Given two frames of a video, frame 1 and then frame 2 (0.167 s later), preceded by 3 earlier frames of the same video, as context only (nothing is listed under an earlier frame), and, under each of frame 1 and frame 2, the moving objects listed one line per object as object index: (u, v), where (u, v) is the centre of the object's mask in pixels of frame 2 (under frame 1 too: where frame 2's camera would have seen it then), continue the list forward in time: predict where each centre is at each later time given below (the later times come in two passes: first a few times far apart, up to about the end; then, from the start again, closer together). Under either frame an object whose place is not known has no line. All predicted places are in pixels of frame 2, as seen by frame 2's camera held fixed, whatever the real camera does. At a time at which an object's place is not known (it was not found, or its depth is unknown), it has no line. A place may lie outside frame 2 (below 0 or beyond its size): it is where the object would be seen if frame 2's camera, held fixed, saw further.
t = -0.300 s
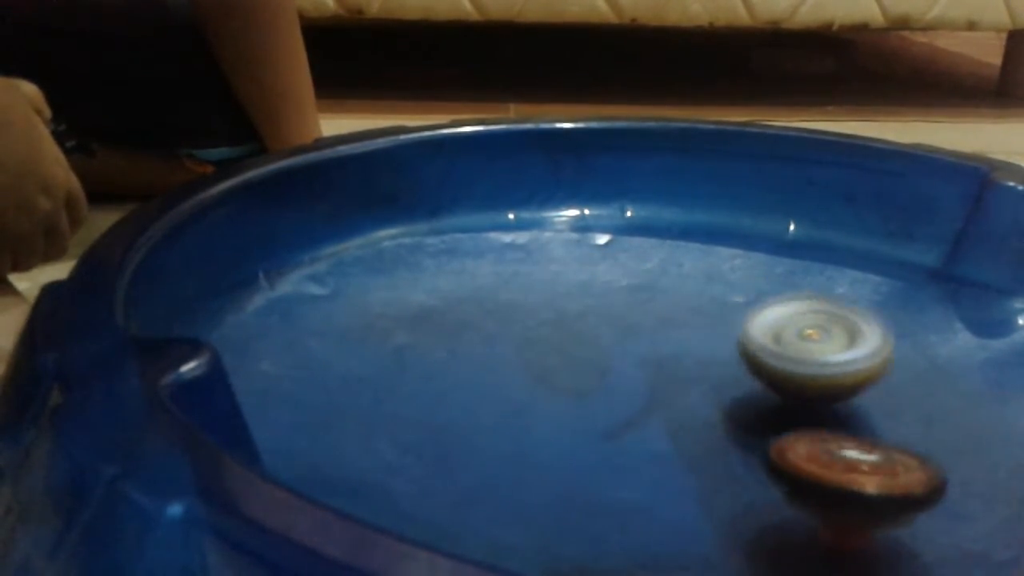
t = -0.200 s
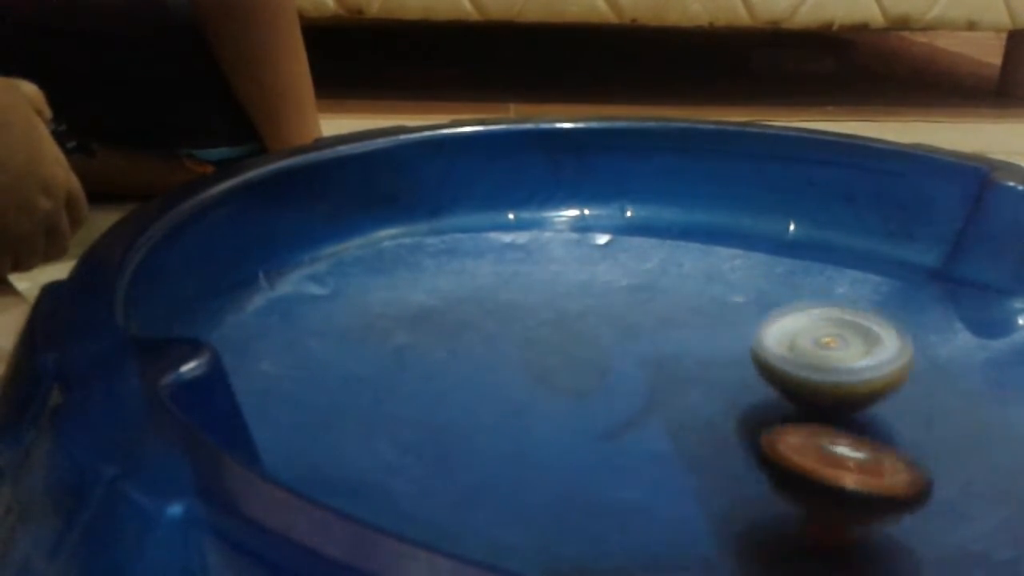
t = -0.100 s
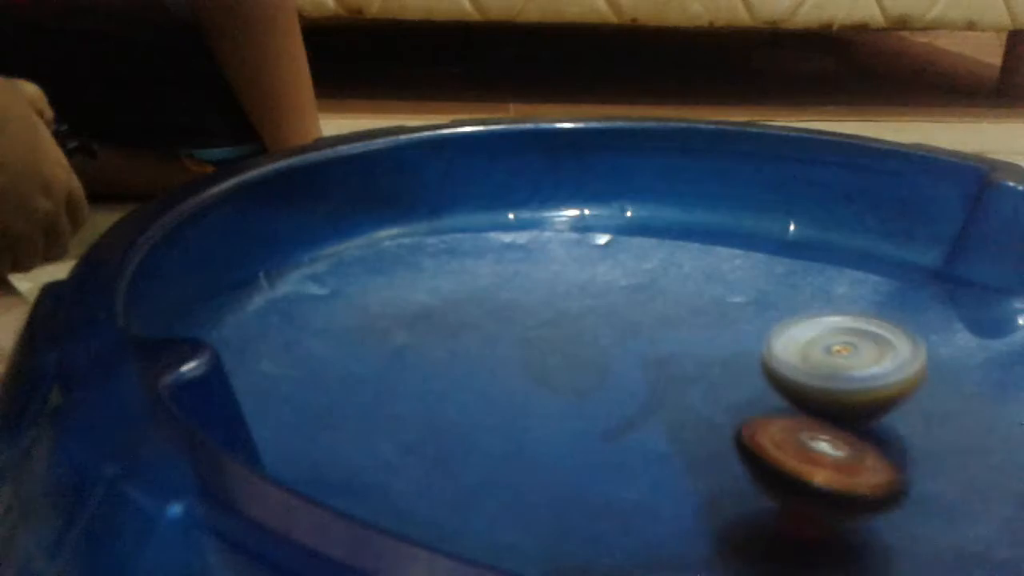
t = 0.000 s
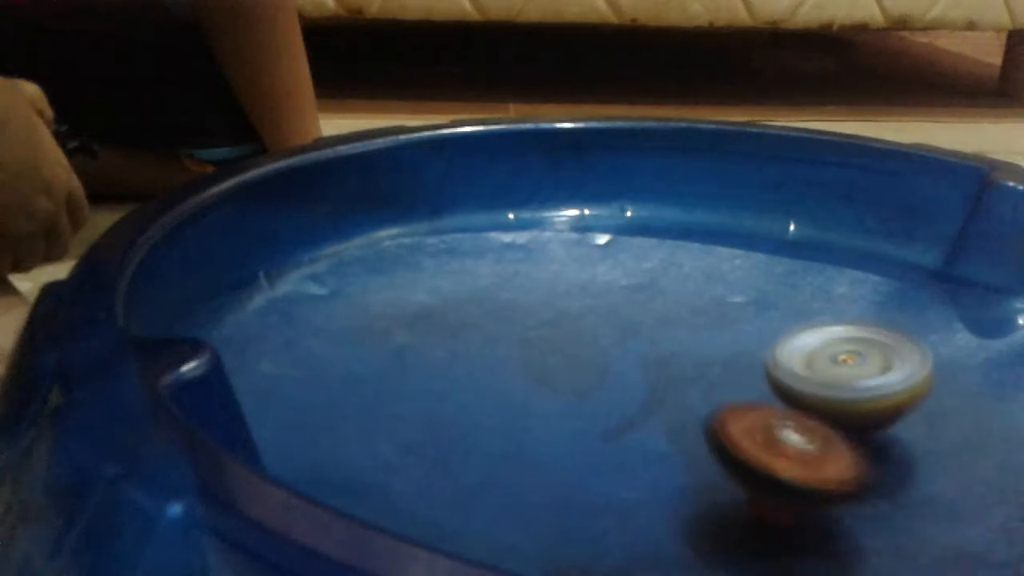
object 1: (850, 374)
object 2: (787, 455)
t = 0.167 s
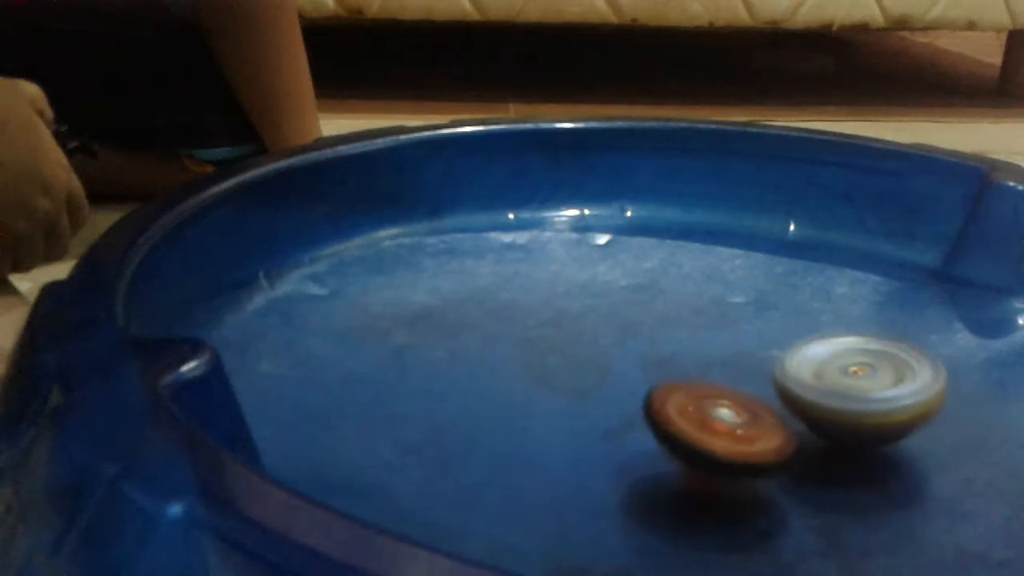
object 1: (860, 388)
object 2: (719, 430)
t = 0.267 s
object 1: (860, 395)
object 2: (701, 423)
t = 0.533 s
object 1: (848, 412)
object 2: (657, 402)
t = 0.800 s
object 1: (825, 427)
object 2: (660, 388)
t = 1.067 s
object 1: (799, 440)
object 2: (663, 367)
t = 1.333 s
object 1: (767, 449)
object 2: (674, 360)
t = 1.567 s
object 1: (725, 443)
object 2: (688, 360)
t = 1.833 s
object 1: (677, 442)
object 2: (708, 354)
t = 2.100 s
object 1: (637, 423)
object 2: (718, 363)
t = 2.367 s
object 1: (611, 399)
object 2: (734, 370)
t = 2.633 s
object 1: (586, 374)
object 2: (766, 385)
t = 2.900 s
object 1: (586, 354)
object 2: (765, 396)
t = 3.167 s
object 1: (603, 340)
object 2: (760, 411)
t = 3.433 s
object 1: (603, 325)
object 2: (811, 442)
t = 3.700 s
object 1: (637, 330)
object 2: (785, 434)
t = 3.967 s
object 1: (696, 340)
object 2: (780, 428)
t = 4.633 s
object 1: (755, 347)
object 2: (743, 439)
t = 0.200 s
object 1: (861, 390)
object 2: (711, 427)
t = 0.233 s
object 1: (861, 392)
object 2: (707, 425)
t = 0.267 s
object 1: (860, 395)
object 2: (701, 423)
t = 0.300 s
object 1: (859, 397)
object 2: (697, 421)
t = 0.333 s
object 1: (857, 399)
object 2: (692, 420)
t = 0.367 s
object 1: (857, 402)
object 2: (689, 419)
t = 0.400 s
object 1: (853, 404)
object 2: (688, 418)
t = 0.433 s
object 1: (849, 406)
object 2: (687, 416)
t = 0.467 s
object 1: (850, 408)
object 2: (674, 411)
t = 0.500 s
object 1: (850, 411)
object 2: (662, 406)
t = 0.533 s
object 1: (848, 412)
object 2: (657, 402)
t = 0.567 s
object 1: (846, 415)
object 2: (655, 400)
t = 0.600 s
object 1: (841, 417)
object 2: (655, 399)
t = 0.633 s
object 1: (838, 419)
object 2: (659, 398)
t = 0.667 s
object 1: (833, 420)
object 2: (662, 396)
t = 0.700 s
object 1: (832, 422)
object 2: (664, 395)
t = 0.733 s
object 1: (829, 424)
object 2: (662, 393)
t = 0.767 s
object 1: (828, 425)
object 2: (660, 391)
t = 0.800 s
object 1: (825, 427)
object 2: (660, 388)
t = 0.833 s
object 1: (823, 428)
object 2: (661, 387)
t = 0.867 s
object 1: (820, 430)
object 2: (663, 384)
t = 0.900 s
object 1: (816, 431)
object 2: (663, 383)
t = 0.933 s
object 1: (811, 433)
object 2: (664, 381)
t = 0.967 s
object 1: (808, 434)
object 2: (664, 378)
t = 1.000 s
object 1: (804, 434)
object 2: (665, 377)
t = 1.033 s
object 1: (801, 438)
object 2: (664, 373)
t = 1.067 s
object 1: (799, 440)
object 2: (663, 367)
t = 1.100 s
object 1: (797, 442)
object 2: (663, 365)
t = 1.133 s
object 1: (793, 444)
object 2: (665, 362)
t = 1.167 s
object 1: (789, 445)
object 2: (667, 361)
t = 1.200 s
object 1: (787, 446)
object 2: (669, 361)
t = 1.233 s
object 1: (783, 447)
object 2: (670, 361)
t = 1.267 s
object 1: (778, 448)
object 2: (672, 361)
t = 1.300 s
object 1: (773, 449)
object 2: (674, 361)
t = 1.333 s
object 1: (767, 449)
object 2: (674, 360)
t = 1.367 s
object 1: (762, 448)
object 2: (675, 360)
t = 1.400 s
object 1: (757, 449)
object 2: (676, 360)
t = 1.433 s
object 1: (751, 449)
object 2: (678, 360)
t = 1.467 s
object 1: (745, 447)
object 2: (679, 359)
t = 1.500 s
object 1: (738, 447)
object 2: (681, 359)
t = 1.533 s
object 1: (731, 445)
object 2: (684, 360)
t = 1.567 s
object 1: (725, 443)
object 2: (688, 360)
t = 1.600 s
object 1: (718, 443)
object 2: (690, 360)
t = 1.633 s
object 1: (710, 445)
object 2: (692, 357)
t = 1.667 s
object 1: (702, 446)
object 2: (694, 352)
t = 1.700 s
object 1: (697, 444)
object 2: (697, 351)
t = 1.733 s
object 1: (692, 445)
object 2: (700, 351)
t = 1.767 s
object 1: (687, 443)
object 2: (703, 351)
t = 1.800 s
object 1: (681, 443)
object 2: (706, 353)
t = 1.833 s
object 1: (677, 442)
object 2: (708, 354)
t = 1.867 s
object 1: (672, 440)
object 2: (708, 356)
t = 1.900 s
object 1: (668, 438)
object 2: (709, 357)
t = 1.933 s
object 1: (664, 436)
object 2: (709, 358)
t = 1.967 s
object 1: (660, 435)
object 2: (710, 361)
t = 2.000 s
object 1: (656, 432)
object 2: (711, 362)
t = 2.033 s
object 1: (650, 429)
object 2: (712, 363)
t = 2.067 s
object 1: (642, 426)
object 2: (715, 364)
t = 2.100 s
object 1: (637, 423)
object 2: (718, 363)
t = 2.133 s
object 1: (632, 420)
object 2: (722, 364)
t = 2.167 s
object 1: (628, 417)
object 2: (724, 365)
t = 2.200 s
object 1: (624, 414)
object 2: (725, 366)
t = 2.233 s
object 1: (622, 412)
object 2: (725, 366)
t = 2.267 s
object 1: (619, 408)
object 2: (725, 367)
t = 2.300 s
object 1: (616, 406)
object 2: (728, 367)
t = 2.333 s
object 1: (614, 402)
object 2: (730, 369)
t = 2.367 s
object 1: (611, 399)
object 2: (734, 370)
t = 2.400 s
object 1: (608, 396)
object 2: (737, 371)
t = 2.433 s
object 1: (606, 394)
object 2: (740, 374)
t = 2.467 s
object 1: (604, 390)
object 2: (743, 375)
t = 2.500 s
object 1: (602, 387)
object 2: (744, 376)
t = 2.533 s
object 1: (599, 383)
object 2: (749, 379)
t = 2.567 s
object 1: (593, 380)
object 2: (757, 380)
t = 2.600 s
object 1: (589, 377)
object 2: (762, 382)
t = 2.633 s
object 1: (586, 374)
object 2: (766, 385)
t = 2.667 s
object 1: (585, 371)
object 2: (766, 386)
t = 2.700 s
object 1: (583, 368)
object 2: (767, 387)
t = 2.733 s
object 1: (581, 365)
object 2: (768, 388)
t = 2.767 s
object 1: (581, 363)
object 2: (769, 389)
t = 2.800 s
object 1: (581, 361)
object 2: (769, 390)
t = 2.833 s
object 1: (582, 360)
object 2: (769, 391)
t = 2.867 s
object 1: (583, 357)
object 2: (768, 396)
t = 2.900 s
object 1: (586, 354)
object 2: (765, 396)
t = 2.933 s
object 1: (589, 352)
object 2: (761, 397)
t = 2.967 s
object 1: (592, 351)
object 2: (758, 398)
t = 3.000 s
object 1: (596, 350)
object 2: (755, 399)
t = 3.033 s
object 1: (600, 349)
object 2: (751, 400)
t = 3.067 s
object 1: (603, 348)
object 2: (747, 401)
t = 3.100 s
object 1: (606, 347)
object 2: (744, 401)
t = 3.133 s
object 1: (608, 345)
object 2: (742, 403)
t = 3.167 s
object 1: (603, 340)
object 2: (760, 411)
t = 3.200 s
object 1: (600, 336)
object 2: (787, 425)
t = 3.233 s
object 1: (598, 333)
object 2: (804, 433)
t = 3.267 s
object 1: (598, 331)
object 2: (811, 437)
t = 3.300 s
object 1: (598, 330)
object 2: (814, 441)
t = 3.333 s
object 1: (598, 327)
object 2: (814, 442)
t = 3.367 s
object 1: (599, 327)
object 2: (814, 442)
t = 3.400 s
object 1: (601, 326)
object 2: (814, 442)
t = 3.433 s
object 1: (603, 325)
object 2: (811, 442)
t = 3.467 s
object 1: (606, 324)
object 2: (811, 442)
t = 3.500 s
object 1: (609, 325)
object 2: (808, 442)
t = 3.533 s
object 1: (612, 325)
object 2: (806, 443)
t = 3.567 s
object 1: (616, 325)
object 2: (801, 441)
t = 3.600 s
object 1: (620, 326)
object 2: (797, 440)
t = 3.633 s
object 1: (626, 328)
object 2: (793, 438)
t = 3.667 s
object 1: (631, 329)
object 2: (789, 437)
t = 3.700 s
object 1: (637, 330)
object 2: (785, 434)
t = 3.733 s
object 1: (644, 332)
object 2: (781, 433)
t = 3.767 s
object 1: (653, 335)
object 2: (779, 432)
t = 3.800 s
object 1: (661, 337)
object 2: (776, 429)
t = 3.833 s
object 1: (668, 338)
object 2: (774, 425)
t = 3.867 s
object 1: (676, 340)
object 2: (771, 421)
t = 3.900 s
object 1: (683, 340)
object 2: (772, 420)
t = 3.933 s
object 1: (691, 341)
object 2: (774, 423)
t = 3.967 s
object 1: (696, 340)
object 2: (780, 428)
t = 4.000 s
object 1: (698, 341)
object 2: (777, 430)
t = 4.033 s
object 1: (702, 341)
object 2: (777, 431)
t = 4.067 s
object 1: (706, 341)
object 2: (774, 430)
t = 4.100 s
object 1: (708, 341)
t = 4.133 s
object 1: (712, 341)
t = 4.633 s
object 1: (755, 347)
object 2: (743, 439)
